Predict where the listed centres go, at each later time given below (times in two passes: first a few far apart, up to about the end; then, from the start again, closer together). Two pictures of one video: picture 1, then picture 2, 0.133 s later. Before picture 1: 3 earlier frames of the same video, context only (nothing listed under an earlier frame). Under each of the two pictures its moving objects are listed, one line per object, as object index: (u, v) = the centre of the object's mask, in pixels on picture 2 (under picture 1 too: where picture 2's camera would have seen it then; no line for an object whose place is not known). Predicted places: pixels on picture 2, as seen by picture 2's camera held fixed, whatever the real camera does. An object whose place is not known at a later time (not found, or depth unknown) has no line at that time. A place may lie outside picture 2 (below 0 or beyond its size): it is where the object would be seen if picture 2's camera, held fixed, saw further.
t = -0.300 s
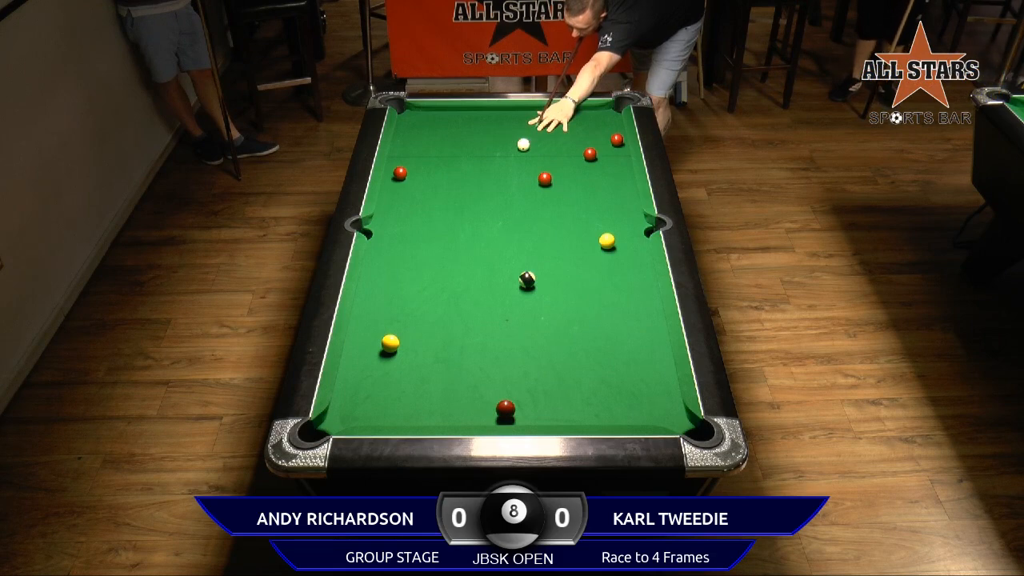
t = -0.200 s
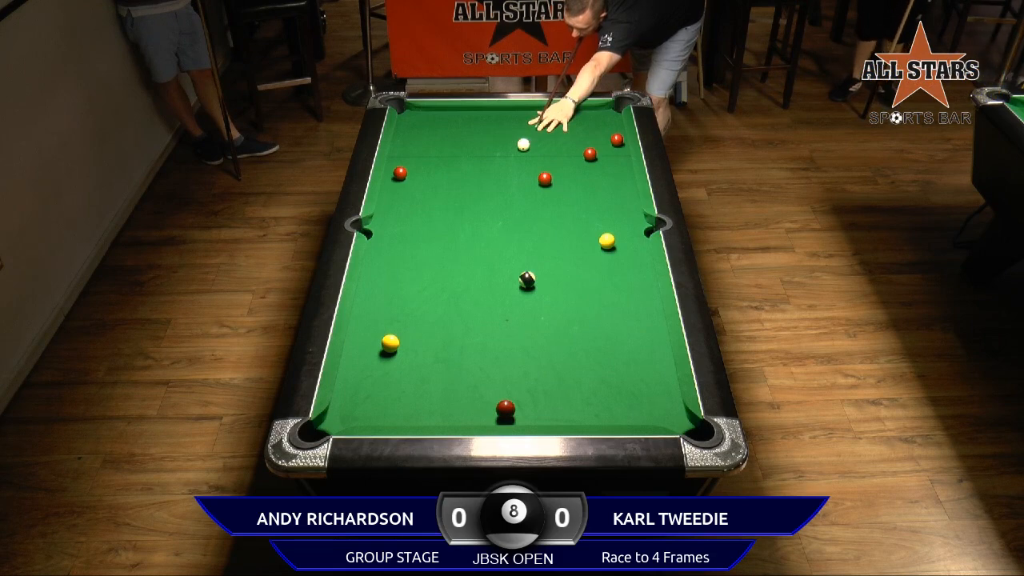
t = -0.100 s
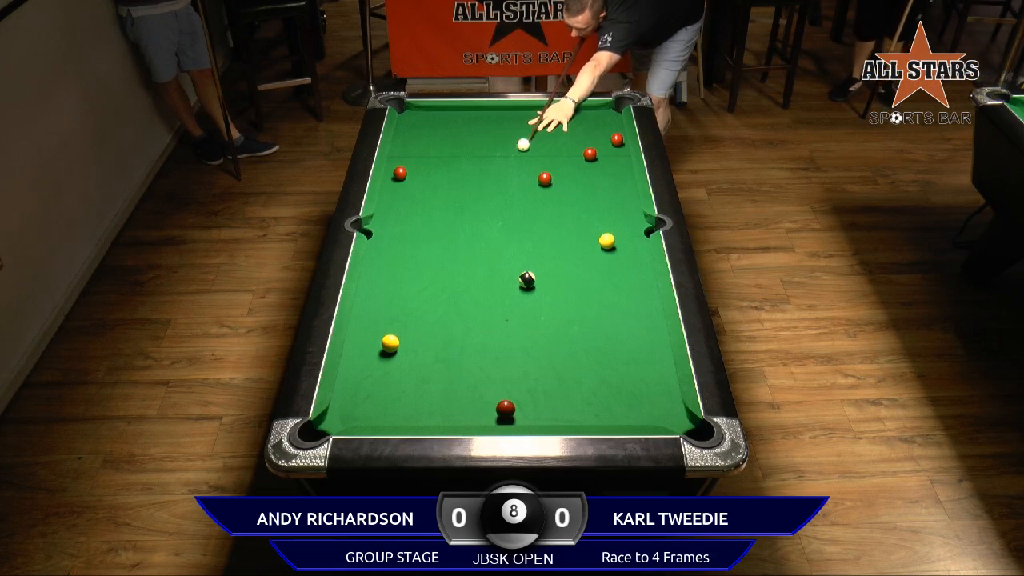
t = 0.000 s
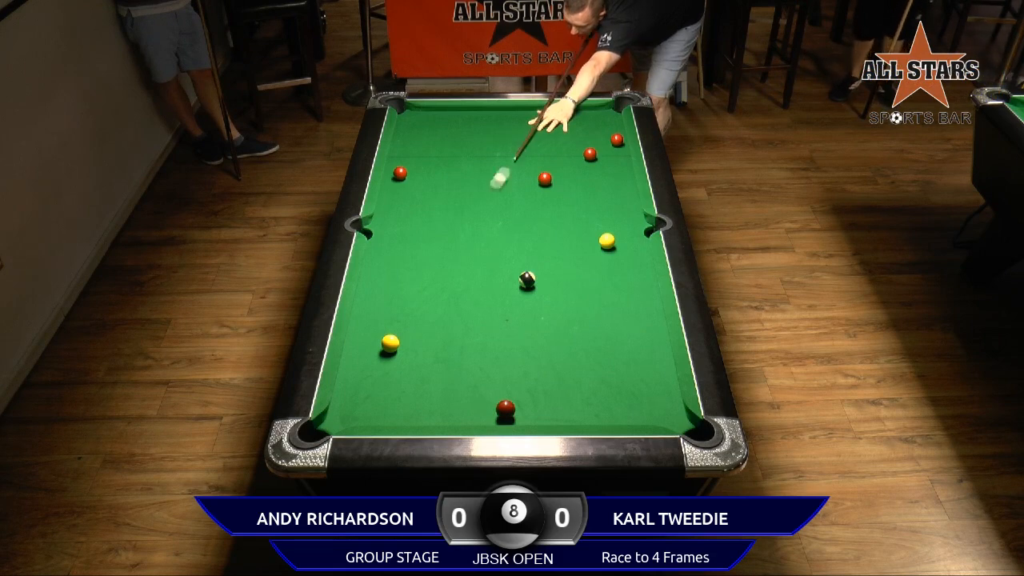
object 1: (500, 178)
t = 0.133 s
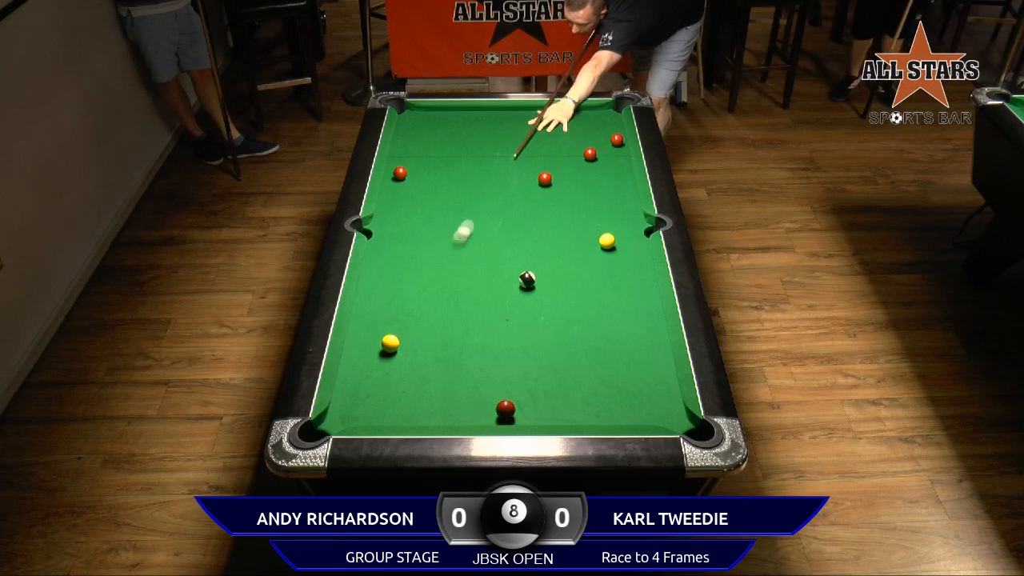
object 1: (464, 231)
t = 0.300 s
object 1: (416, 302)
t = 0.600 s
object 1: (399, 326)
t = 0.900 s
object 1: (402, 320)
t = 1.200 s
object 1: (404, 315)
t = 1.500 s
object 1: (407, 312)
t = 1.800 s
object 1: (408, 311)
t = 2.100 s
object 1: (407, 311)
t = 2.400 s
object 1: (407, 311)
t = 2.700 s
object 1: (407, 311)
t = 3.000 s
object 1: (407, 311)
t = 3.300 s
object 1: (407, 311)
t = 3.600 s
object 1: (407, 311)
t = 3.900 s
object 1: (407, 311)
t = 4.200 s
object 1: (407, 311)
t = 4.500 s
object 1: (407, 311)
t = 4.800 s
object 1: (407, 311)
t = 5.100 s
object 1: (407, 311)
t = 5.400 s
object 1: (407, 311)
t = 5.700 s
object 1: (407, 311)
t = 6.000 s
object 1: (407, 311)
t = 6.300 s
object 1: (407, 311)
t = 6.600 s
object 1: (407, 311)
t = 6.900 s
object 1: (407, 311)
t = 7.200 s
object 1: (407, 311)
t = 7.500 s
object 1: (407, 311)
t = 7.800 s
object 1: (407, 311)
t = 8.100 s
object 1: (407, 311)
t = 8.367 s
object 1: (407, 311)
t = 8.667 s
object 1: (407, 311)
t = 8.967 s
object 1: (407, 311)
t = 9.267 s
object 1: (407, 311)
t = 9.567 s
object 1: (407, 311)
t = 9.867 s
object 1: (407, 311)
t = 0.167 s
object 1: (454, 245)
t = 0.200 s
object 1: (445, 259)
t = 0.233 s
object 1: (435, 273)
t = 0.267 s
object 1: (426, 287)
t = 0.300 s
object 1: (416, 302)
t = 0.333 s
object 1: (406, 317)
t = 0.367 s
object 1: (399, 328)
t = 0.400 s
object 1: (397, 332)
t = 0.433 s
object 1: (397, 331)
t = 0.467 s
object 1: (397, 330)
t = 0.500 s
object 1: (398, 329)
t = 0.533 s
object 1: (398, 328)
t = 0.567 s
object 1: (399, 327)
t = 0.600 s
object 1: (399, 326)
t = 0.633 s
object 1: (399, 325)
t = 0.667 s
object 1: (400, 325)
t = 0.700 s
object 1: (400, 324)
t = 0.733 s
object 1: (400, 323)
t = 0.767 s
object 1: (401, 322)
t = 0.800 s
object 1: (401, 322)
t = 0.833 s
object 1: (401, 321)
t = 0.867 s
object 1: (402, 320)
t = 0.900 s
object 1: (402, 320)
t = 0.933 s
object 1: (402, 319)
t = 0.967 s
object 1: (403, 318)
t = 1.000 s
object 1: (403, 318)
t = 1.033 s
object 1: (403, 317)
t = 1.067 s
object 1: (403, 317)
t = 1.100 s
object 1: (403, 316)
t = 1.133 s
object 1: (404, 316)
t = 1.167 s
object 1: (404, 315)
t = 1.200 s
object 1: (404, 315)
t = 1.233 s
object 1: (405, 314)
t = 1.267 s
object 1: (405, 314)
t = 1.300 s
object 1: (405, 314)
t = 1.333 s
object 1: (405, 313)
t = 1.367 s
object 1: (406, 313)
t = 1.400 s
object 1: (406, 312)
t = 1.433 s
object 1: (406, 312)
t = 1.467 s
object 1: (407, 312)
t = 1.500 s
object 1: (407, 312)
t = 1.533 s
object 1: (407, 311)
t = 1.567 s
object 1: (407, 311)
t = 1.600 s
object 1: (407, 311)
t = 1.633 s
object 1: (408, 311)
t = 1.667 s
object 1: (408, 311)
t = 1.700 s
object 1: (408, 311)
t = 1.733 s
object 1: (408, 311)
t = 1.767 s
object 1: (408, 311)
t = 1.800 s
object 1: (408, 311)
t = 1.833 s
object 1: (408, 311)
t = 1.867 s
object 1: (408, 311)
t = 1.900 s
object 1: (408, 311)
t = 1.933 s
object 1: (408, 311)
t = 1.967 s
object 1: (408, 311)
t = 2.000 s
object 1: (408, 311)
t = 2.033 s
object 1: (408, 311)
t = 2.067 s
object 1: (408, 311)
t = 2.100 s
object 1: (407, 311)
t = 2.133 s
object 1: (407, 311)
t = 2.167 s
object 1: (407, 311)
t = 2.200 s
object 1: (407, 311)
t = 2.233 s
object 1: (407, 311)
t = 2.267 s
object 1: (407, 311)
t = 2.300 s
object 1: (407, 311)
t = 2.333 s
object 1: (407, 311)
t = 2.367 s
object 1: (407, 311)
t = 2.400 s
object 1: (407, 311)
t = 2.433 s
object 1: (407, 311)
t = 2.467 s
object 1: (407, 311)
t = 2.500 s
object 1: (407, 311)
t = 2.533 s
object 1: (407, 311)
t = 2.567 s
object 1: (407, 311)
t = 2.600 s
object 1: (407, 311)
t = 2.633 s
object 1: (407, 311)
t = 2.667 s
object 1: (407, 311)
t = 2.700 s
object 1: (407, 311)
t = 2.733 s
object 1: (407, 311)
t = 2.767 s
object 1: (407, 311)
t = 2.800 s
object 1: (407, 311)
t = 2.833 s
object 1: (407, 311)
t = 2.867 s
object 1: (407, 311)
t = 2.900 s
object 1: (407, 311)
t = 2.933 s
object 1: (407, 311)
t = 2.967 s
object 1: (407, 311)
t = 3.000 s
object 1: (407, 311)
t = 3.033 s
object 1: (407, 311)
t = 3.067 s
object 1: (407, 311)
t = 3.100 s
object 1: (407, 311)
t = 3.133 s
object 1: (407, 311)
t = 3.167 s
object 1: (407, 311)
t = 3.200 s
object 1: (407, 311)
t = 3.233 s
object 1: (407, 311)
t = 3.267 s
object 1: (407, 311)
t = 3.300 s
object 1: (407, 311)
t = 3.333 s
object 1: (407, 311)
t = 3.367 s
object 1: (407, 311)
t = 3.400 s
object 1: (407, 311)
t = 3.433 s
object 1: (407, 311)
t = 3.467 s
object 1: (407, 311)
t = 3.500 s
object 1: (407, 311)
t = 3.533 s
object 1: (407, 311)
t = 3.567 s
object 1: (407, 311)
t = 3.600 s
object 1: (407, 311)
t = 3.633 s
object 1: (407, 311)
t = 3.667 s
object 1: (407, 311)
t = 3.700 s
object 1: (407, 311)
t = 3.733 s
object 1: (407, 311)
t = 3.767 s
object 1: (407, 311)
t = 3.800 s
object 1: (407, 311)
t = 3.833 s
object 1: (407, 311)
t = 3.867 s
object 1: (407, 311)
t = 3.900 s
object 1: (407, 311)
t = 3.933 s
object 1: (407, 311)
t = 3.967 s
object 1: (407, 311)
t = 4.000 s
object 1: (407, 311)
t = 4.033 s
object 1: (407, 311)
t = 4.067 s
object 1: (407, 311)
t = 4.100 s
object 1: (407, 311)
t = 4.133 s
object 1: (407, 311)
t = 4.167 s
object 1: (407, 311)
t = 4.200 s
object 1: (407, 311)
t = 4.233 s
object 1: (407, 311)
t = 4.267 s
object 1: (407, 311)
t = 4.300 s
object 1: (407, 311)
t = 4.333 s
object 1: (407, 311)
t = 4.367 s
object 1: (407, 311)
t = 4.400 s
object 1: (407, 311)
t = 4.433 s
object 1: (407, 311)
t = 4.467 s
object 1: (407, 311)
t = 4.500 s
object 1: (407, 311)
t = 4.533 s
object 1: (407, 311)
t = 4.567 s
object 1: (407, 311)
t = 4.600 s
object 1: (407, 311)
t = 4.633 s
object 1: (407, 311)
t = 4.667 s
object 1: (407, 311)
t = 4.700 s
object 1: (407, 311)
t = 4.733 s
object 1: (407, 311)
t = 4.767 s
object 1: (407, 311)
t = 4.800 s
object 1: (407, 311)
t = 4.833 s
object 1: (407, 311)
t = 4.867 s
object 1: (407, 311)
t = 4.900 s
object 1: (407, 311)
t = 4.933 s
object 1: (407, 311)
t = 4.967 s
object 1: (407, 311)
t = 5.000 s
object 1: (407, 311)
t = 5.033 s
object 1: (407, 311)
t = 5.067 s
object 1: (407, 311)
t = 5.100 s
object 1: (407, 311)
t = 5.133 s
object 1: (407, 311)
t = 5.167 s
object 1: (407, 311)
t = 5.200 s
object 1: (407, 311)
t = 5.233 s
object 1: (407, 311)
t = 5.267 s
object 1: (407, 311)
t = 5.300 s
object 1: (407, 311)
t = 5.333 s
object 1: (407, 311)
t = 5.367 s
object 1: (407, 311)
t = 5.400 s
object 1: (407, 311)
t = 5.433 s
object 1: (407, 311)
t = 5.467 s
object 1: (407, 311)
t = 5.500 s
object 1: (407, 311)
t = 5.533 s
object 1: (407, 311)
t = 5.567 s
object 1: (407, 311)
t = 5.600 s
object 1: (407, 311)
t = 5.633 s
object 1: (407, 311)
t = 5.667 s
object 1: (407, 311)
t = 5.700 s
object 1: (407, 311)
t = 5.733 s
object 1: (407, 311)
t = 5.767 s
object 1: (407, 311)
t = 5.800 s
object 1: (407, 311)
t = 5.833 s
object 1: (407, 311)
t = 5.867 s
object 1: (407, 311)
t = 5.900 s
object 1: (407, 311)
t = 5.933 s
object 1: (407, 311)
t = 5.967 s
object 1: (407, 311)
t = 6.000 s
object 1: (407, 311)
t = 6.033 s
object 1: (407, 311)
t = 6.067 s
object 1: (407, 311)
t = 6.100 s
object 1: (407, 311)
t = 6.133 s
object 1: (407, 311)
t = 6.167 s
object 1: (407, 311)
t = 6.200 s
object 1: (407, 311)
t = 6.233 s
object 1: (407, 311)
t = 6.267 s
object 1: (407, 311)
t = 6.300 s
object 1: (407, 311)
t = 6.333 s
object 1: (407, 311)
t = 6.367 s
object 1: (407, 311)
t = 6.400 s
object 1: (407, 311)
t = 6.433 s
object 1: (407, 311)
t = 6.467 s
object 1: (407, 311)
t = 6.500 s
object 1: (407, 311)
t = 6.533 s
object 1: (407, 311)
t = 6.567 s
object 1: (407, 311)
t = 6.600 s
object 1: (407, 311)
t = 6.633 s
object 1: (407, 311)
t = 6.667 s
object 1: (407, 311)
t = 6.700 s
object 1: (407, 311)
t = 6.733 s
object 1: (407, 311)
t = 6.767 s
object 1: (407, 311)
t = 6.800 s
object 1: (407, 311)
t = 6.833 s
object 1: (407, 311)
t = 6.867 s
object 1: (407, 311)
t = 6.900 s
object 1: (407, 311)
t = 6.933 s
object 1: (407, 311)
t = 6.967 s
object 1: (407, 311)
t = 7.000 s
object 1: (407, 311)
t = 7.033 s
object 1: (407, 311)
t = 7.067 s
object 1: (407, 311)
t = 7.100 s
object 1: (407, 311)
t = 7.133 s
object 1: (407, 311)
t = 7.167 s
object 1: (407, 311)
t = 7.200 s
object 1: (407, 311)
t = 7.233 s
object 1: (407, 311)
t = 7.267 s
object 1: (407, 311)
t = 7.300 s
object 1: (407, 311)
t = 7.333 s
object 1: (407, 311)
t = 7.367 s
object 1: (407, 311)
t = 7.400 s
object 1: (407, 311)
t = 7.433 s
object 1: (407, 311)
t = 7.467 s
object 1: (407, 311)
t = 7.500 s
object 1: (407, 311)
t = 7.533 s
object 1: (407, 311)
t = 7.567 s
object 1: (407, 311)
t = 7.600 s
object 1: (407, 311)
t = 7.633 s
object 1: (407, 311)
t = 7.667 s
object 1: (407, 311)
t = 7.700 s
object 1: (407, 311)
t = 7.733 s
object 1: (407, 311)
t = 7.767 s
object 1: (407, 311)
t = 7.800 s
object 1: (407, 311)
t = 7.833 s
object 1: (407, 311)
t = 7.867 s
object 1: (407, 311)
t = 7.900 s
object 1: (407, 311)
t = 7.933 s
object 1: (407, 311)
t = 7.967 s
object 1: (407, 311)
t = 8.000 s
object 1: (407, 311)
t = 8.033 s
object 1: (407, 311)
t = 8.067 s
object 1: (407, 311)
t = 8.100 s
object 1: (407, 311)
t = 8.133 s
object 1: (407, 311)
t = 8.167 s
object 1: (407, 311)
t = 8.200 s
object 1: (407, 311)
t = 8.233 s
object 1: (407, 311)
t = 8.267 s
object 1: (407, 311)
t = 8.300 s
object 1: (407, 311)
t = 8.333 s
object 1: (407, 311)
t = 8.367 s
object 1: (407, 311)
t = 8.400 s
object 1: (407, 311)
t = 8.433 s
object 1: (407, 311)
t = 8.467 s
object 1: (407, 311)
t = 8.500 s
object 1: (407, 311)
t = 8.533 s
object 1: (407, 311)
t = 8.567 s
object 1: (407, 311)
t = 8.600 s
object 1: (407, 311)
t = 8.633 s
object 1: (407, 311)
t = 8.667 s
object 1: (407, 311)
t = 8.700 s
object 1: (407, 311)
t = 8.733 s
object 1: (407, 311)
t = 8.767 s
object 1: (407, 311)
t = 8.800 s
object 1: (407, 311)
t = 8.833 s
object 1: (407, 311)
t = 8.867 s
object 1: (407, 311)
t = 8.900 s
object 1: (407, 311)
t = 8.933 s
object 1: (407, 311)
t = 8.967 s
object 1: (407, 311)
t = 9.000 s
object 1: (407, 311)
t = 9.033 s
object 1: (407, 311)
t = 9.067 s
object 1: (407, 311)
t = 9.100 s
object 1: (407, 311)
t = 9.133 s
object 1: (407, 311)
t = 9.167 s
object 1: (407, 311)
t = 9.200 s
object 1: (407, 311)
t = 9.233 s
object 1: (407, 311)
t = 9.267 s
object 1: (407, 311)
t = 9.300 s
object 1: (407, 311)
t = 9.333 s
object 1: (407, 311)
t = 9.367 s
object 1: (407, 311)
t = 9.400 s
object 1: (407, 311)
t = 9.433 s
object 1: (407, 311)
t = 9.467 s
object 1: (407, 311)
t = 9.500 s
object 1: (407, 311)
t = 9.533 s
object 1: (407, 311)
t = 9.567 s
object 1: (407, 311)
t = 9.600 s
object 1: (407, 311)
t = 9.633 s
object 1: (407, 311)
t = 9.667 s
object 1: (407, 311)
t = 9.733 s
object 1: (407, 311)
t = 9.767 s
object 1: (407, 311)
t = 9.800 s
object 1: (407, 311)
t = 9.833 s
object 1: (407, 311)
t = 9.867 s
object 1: (407, 311)
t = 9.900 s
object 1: (407, 311)
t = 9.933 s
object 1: (407, 311)
